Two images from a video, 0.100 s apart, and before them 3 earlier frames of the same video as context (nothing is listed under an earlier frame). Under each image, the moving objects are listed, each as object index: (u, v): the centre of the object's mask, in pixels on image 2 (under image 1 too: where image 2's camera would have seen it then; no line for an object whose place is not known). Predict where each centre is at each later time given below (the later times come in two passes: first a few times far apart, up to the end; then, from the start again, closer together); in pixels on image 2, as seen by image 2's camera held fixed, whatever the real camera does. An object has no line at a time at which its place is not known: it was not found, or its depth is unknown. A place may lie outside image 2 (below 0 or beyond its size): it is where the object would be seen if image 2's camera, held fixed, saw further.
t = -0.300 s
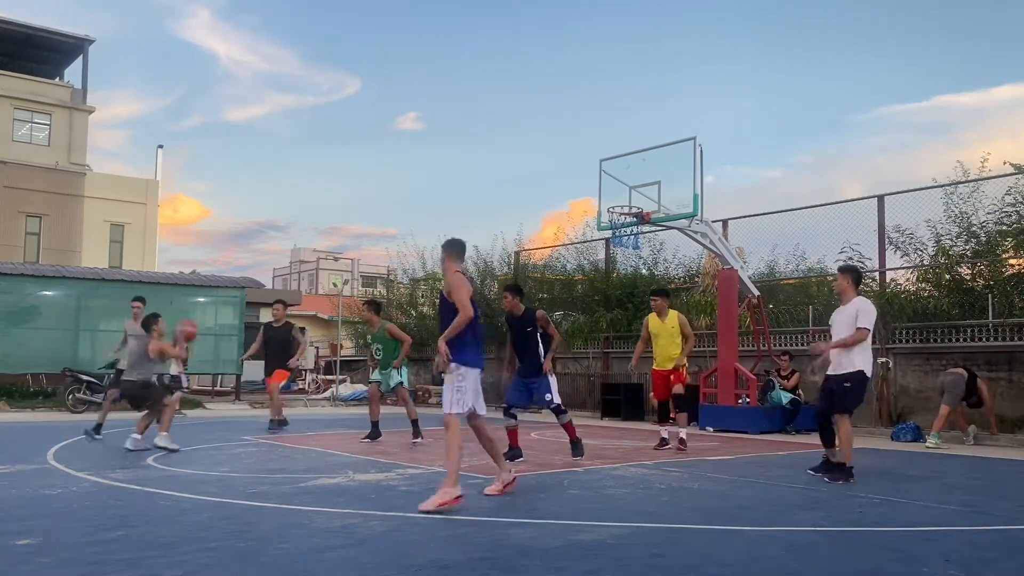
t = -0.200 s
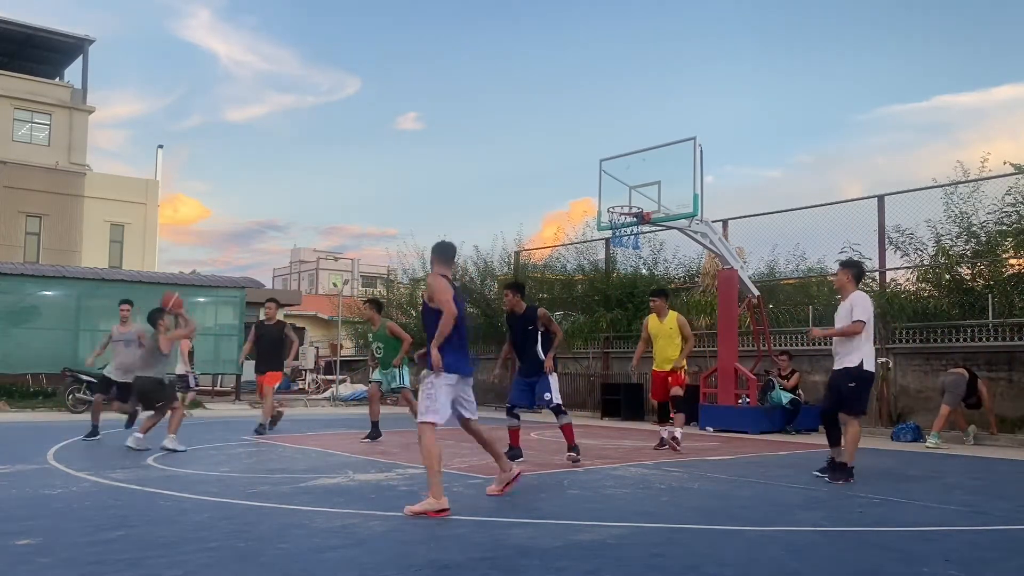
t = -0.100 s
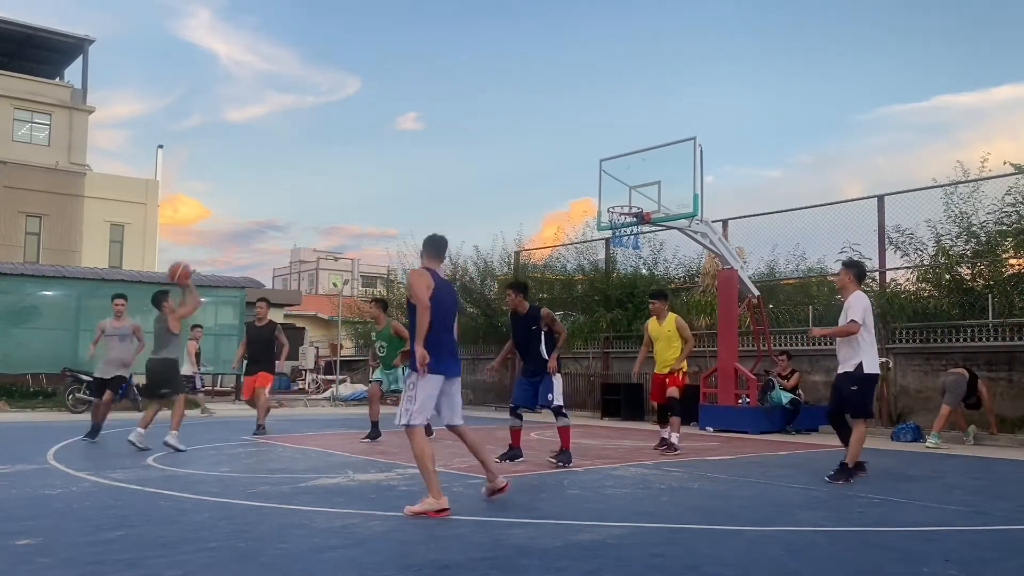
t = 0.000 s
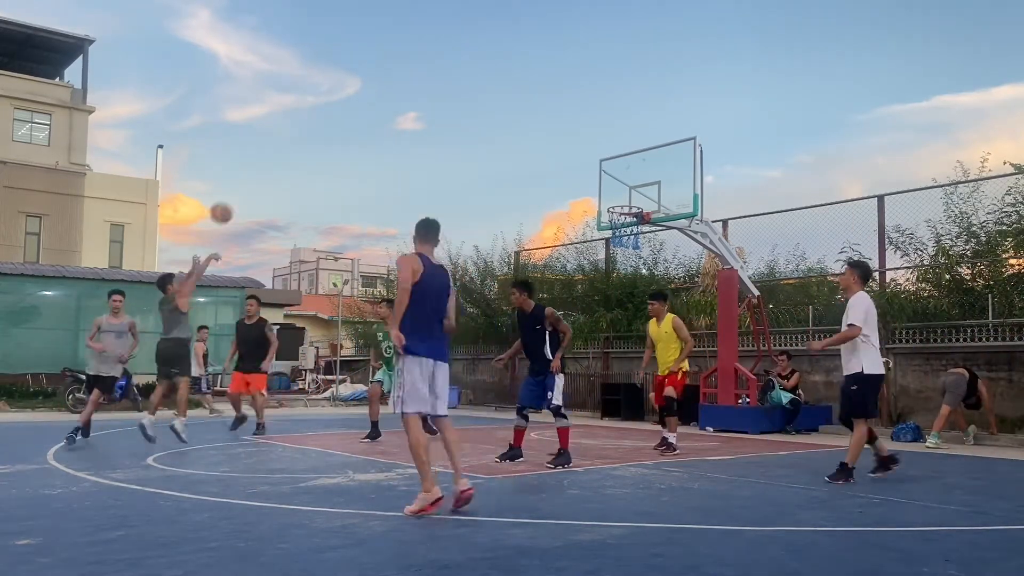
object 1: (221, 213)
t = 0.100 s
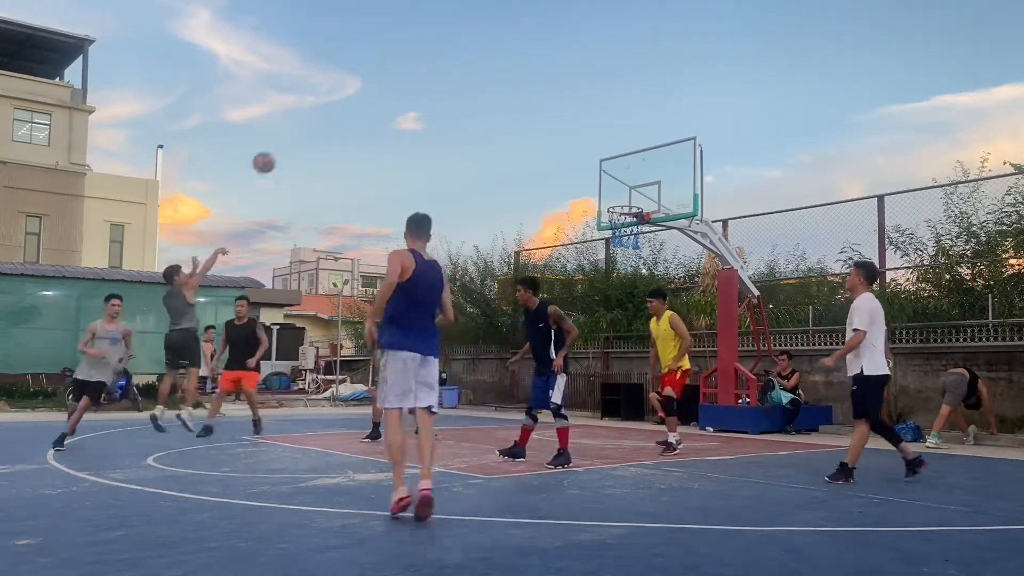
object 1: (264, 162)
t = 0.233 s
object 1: (317, 112)
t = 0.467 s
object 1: (401, 65)
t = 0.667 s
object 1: (465, 60)
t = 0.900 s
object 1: (534, 91)
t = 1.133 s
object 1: (597, 156)
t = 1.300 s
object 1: (633, 219)
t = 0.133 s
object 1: (278, 148)
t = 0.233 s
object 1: (317, 112)
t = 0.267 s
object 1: (330, 102)
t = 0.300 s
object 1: (342, 93)
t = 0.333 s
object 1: (354, 86)
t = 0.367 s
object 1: (366, 79)
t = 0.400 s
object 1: (378, 73)
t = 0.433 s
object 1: (389, 68)
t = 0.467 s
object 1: (401, 65)
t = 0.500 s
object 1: (412, 62)
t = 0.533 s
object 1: (423, 60)
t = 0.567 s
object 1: (434, 59)
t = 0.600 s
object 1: (444, 58)
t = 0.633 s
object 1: (455, 59)
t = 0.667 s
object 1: (465, 60)
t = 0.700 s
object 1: (475, 62)
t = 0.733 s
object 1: (486, 65)
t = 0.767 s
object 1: (496, 69)
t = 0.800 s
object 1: (505, 73)
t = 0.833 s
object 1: (515, 78)
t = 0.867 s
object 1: (524, 84)
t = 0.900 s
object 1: (534, 91)
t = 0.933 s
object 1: (543, 98)
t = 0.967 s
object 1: (553, 106)
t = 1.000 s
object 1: (562, 115)
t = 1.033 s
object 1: (570, 124)
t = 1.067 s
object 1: (579, 134)
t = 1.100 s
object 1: (588, 145)
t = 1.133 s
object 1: (597, 156)
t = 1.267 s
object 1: (631, 209)
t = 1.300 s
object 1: (633, 219)
